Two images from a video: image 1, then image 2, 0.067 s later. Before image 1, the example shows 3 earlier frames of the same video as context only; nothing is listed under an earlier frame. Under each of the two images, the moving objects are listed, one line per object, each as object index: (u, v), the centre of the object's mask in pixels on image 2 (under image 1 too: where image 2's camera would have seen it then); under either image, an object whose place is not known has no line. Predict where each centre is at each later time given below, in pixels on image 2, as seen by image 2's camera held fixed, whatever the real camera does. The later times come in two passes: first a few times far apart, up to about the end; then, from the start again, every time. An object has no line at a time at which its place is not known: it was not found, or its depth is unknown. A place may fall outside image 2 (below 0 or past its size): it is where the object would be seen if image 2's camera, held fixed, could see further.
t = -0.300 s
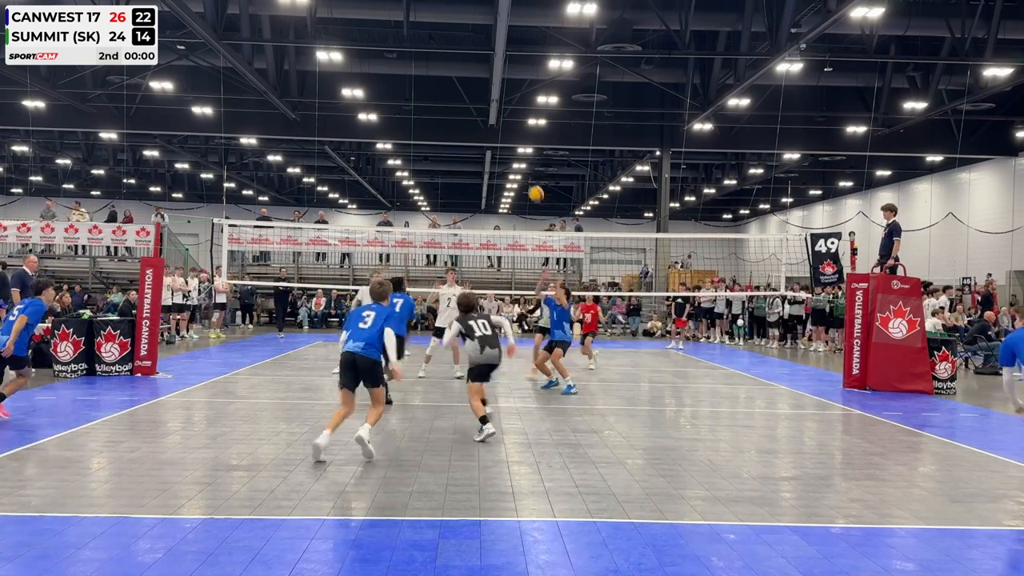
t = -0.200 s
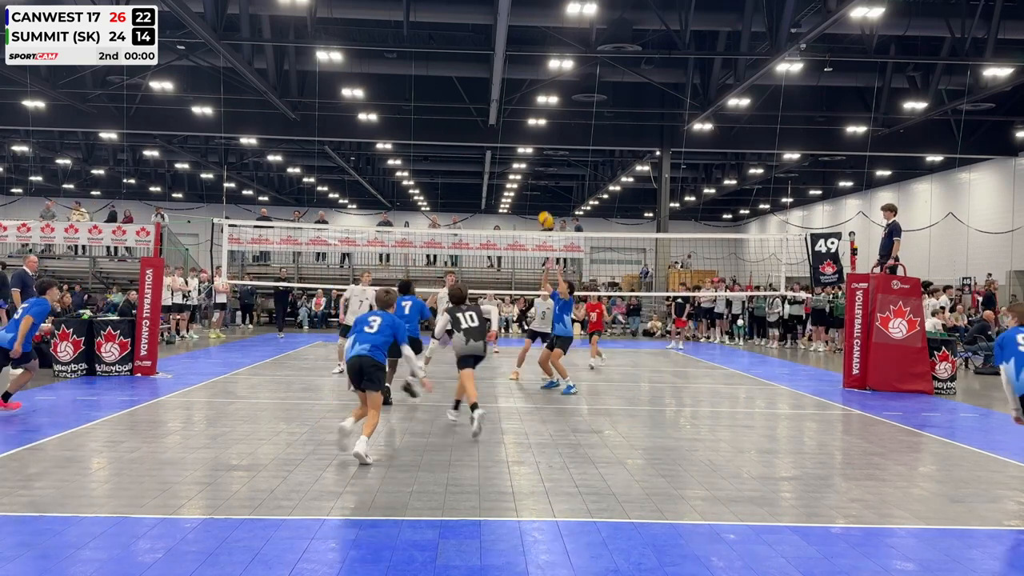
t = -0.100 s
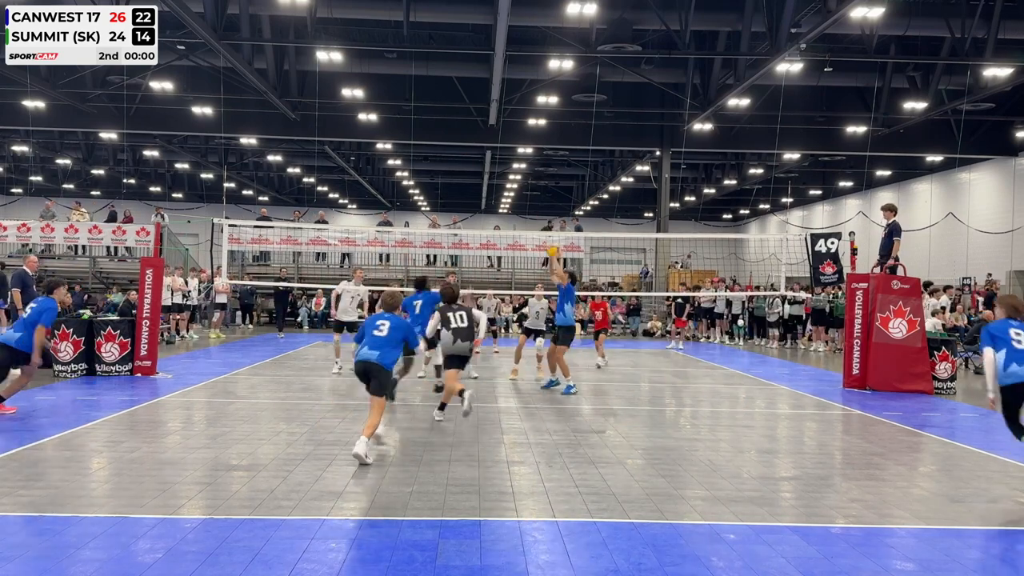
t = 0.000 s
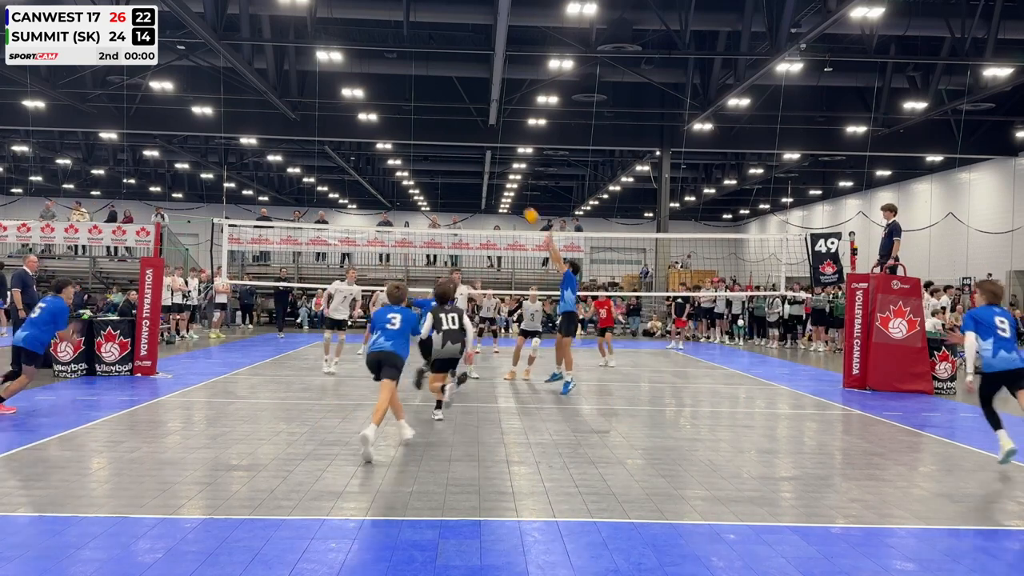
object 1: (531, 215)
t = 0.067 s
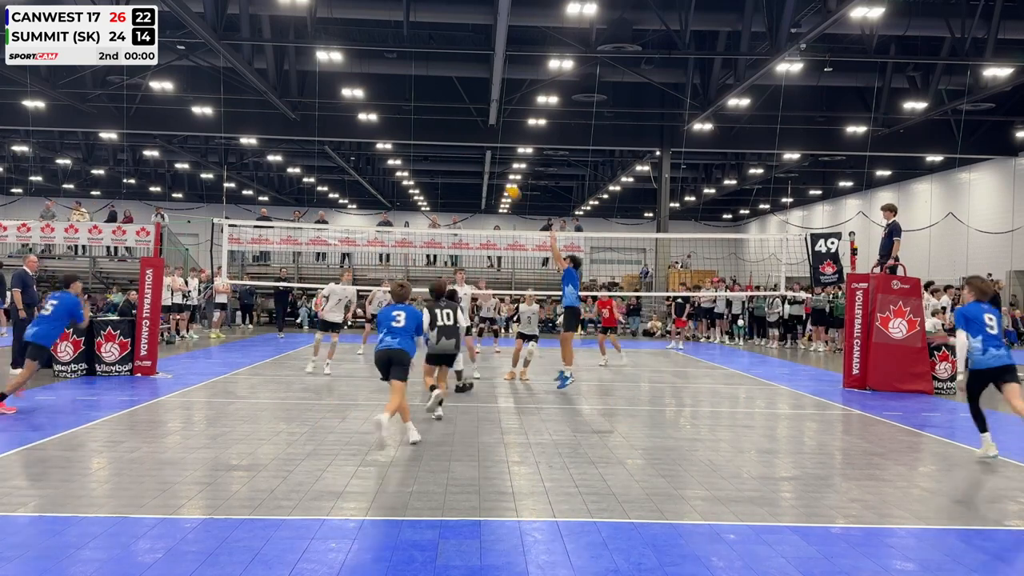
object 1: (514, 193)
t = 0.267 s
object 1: (456, 135)
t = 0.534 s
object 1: (384, 103)
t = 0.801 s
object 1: (312, 118)
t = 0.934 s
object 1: (277, 143)
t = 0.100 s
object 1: (502, 180)
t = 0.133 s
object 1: (493, 170)
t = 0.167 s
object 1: (484, 160)
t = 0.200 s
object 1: (475, 151)
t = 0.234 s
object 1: (466, 143)
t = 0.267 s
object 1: (456, 135)
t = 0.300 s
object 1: (447, 129)
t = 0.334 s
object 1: (438, 123)
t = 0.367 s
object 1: (429, 118)
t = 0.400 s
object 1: (420, 113)
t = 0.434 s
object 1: (411, 109)
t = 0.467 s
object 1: (402, 107)
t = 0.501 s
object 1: (393, 105)
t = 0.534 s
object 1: (384, 103)
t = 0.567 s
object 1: (375, 102)
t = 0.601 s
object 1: (366, 103)
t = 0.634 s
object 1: (357, 103)
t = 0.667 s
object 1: (348, 105)
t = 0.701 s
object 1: (339, 107)
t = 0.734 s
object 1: (330, 110)
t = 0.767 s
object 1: (321, 114)
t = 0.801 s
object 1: (312, 118)
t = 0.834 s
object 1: (303, 124)
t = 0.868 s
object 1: (295, 129)
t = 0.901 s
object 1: (286, 136)
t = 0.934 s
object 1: (277, 143)
